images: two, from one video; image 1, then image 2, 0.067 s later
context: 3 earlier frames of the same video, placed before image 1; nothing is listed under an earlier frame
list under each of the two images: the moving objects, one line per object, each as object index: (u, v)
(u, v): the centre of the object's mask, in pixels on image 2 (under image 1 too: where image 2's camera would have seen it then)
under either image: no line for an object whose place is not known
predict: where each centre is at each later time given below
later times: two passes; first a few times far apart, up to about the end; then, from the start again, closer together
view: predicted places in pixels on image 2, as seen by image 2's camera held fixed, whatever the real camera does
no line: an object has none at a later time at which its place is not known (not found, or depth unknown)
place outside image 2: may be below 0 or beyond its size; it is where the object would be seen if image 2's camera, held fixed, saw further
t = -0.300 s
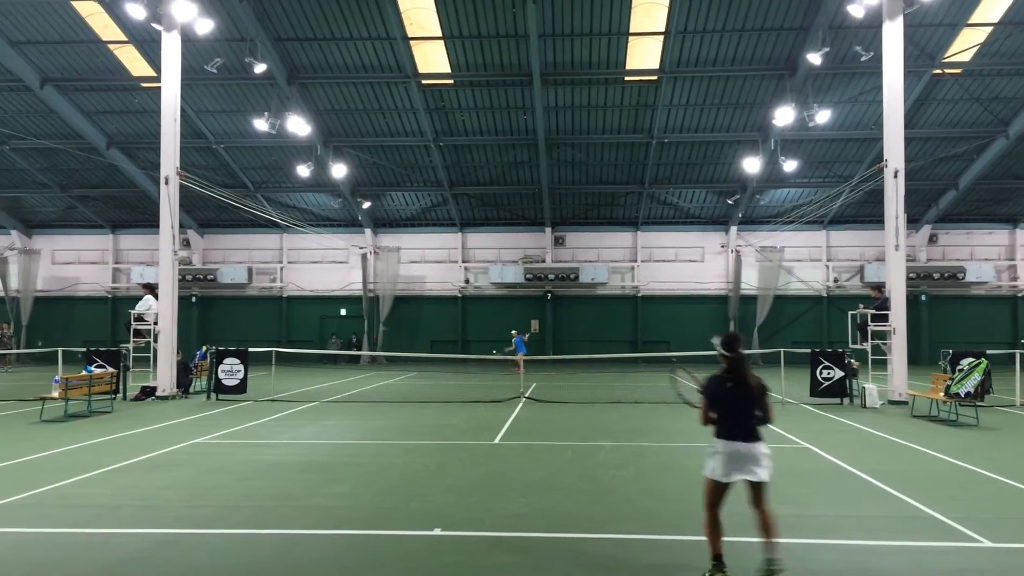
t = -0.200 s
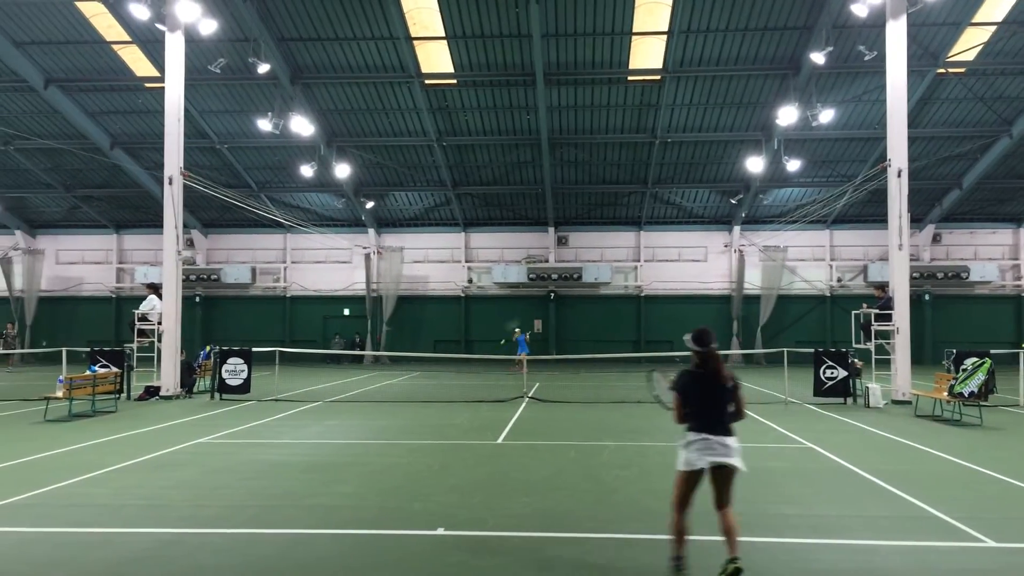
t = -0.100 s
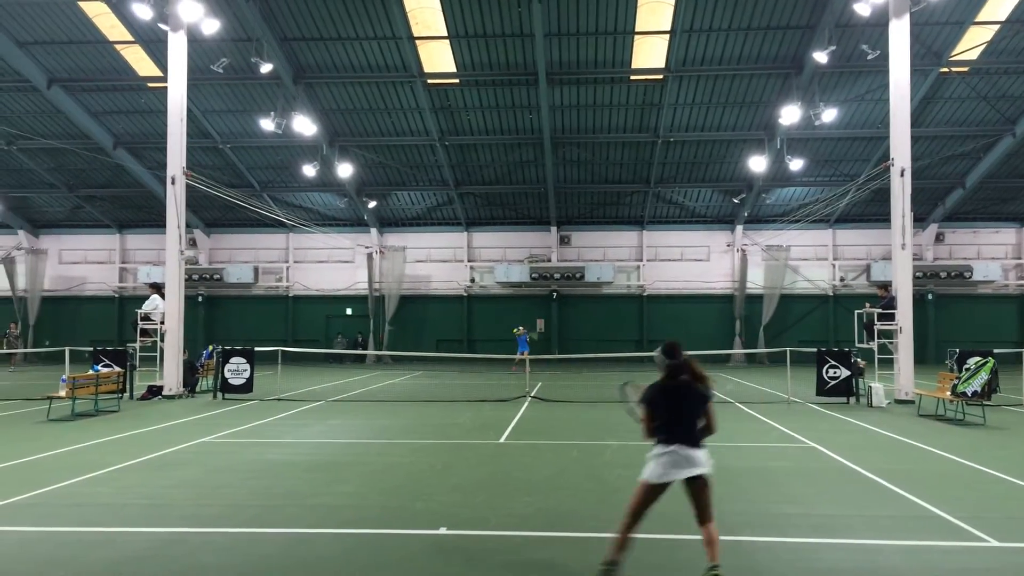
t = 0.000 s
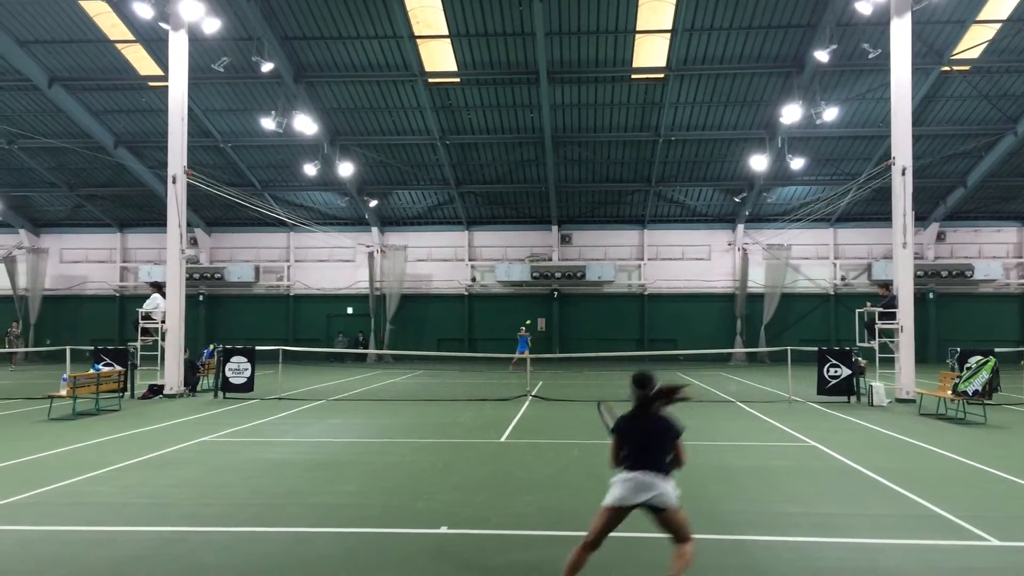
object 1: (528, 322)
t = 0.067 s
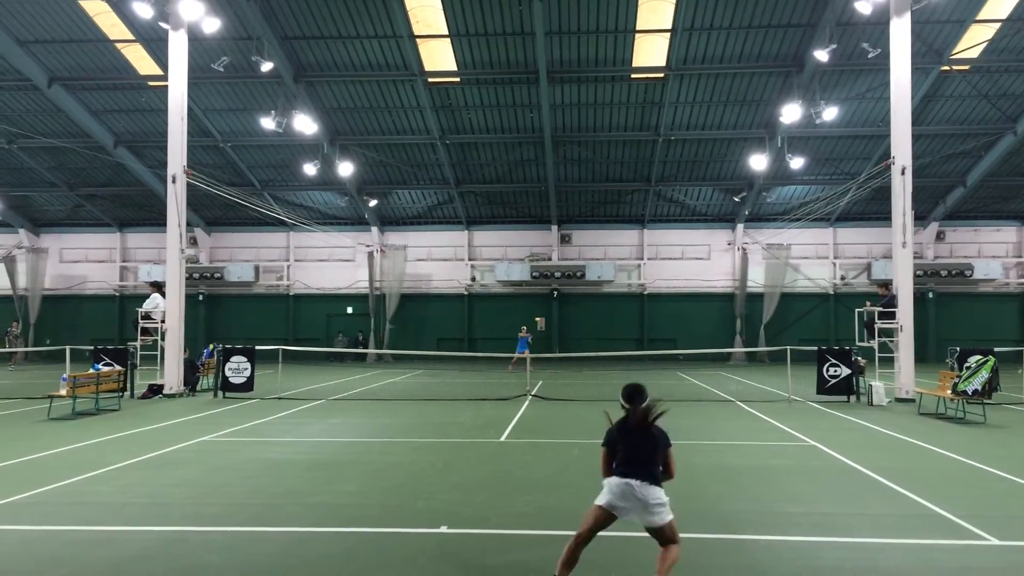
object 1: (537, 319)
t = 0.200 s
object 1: (560, 321)
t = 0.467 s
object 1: (632, 380)
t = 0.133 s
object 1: (548, 319)
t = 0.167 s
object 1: (554, 320)
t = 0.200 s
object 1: (560, 321)
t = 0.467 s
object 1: (632, 380)
